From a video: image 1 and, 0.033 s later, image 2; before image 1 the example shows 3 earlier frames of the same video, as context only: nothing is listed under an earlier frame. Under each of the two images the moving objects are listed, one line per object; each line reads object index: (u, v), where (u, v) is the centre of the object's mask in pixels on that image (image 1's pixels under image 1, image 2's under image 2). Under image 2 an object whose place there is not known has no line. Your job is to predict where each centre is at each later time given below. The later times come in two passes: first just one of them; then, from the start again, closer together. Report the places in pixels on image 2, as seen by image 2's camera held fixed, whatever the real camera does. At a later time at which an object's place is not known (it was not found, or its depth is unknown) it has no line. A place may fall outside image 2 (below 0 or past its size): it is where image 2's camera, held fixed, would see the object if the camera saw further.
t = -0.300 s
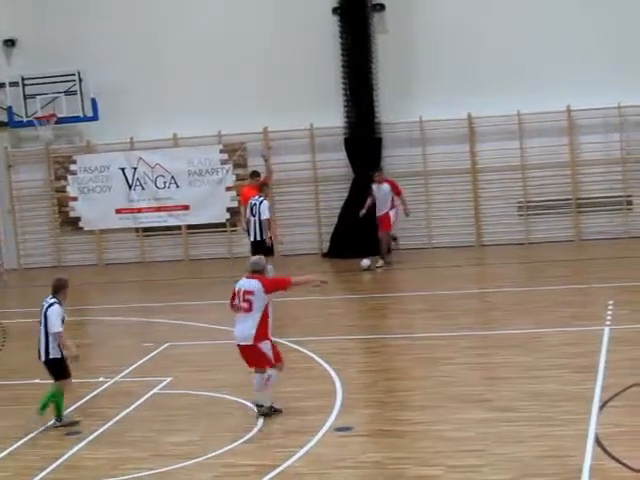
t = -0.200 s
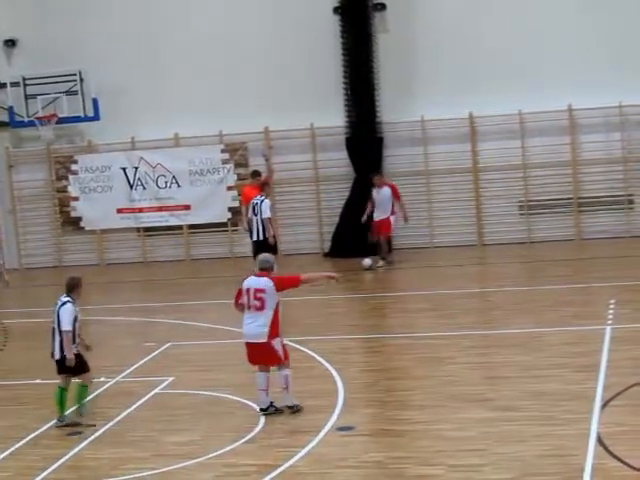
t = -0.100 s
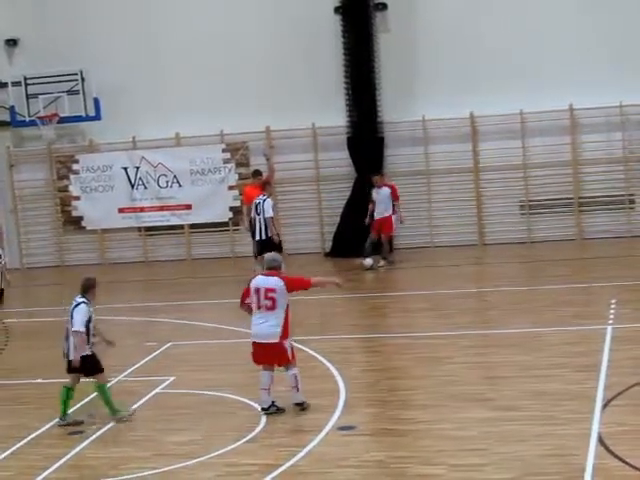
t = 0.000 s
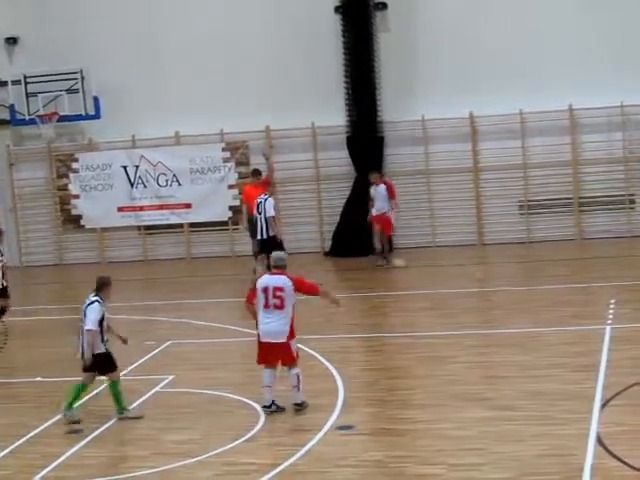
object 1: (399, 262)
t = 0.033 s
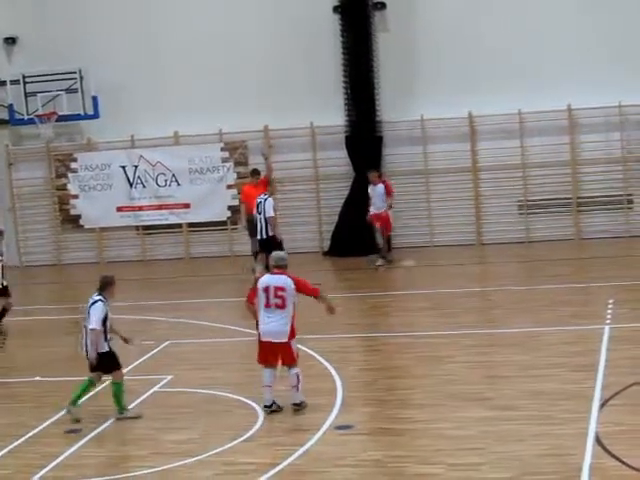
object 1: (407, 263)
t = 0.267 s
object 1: (506, 280)
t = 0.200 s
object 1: (479, 275)
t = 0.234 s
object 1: (493, 279)
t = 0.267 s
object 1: (506, 280)
